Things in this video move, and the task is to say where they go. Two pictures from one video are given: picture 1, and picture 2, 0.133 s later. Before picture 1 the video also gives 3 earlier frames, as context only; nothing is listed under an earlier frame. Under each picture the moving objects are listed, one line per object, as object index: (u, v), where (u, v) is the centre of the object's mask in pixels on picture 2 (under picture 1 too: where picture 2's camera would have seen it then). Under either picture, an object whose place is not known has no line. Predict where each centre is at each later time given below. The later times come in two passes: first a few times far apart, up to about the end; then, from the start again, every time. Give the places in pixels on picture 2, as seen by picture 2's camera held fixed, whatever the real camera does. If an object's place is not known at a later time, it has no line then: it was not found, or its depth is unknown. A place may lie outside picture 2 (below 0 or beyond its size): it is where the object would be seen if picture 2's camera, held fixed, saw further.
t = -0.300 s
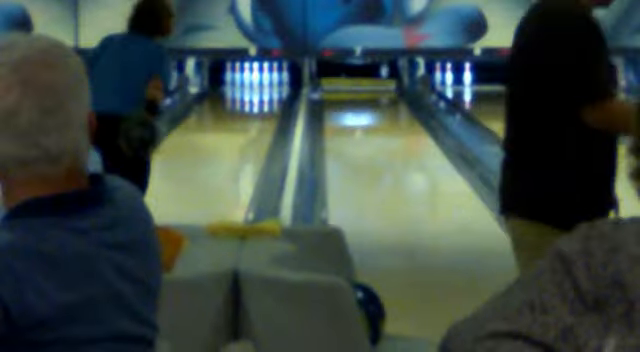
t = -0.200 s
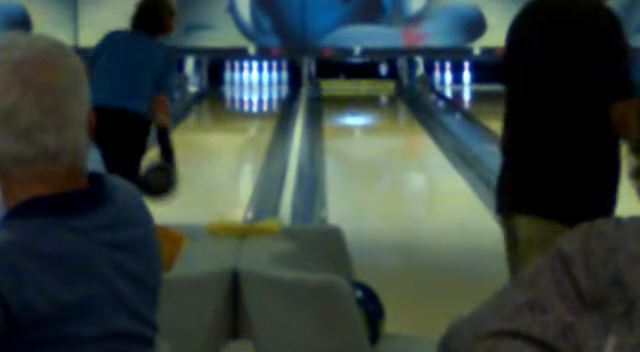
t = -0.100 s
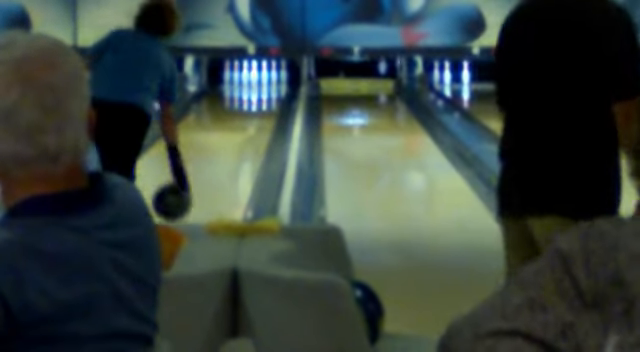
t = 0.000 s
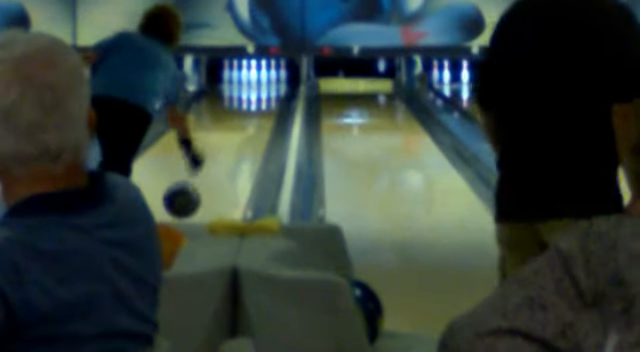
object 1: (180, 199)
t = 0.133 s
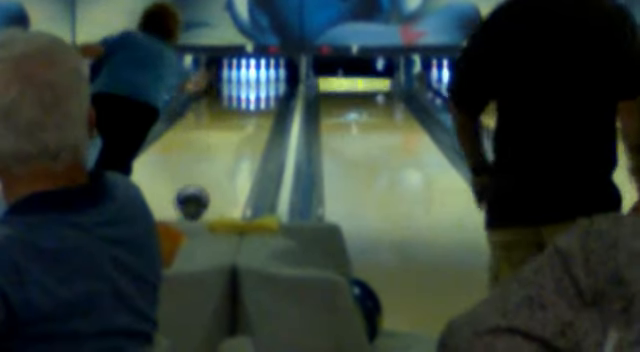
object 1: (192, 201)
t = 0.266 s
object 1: (203, 188)
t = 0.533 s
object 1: (222, 163)
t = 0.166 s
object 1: (195, 199)
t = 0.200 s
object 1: (197, 195)
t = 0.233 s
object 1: (200, 191)
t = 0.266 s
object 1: (203, 188)
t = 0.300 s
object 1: (206, 185)
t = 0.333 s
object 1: (208, 182)
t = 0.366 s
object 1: (210, 178)
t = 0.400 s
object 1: (212, 175)
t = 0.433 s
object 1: (215, 171)
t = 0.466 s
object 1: (217, 169)
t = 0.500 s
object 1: (219, 165)
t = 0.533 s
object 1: (222, 163)
